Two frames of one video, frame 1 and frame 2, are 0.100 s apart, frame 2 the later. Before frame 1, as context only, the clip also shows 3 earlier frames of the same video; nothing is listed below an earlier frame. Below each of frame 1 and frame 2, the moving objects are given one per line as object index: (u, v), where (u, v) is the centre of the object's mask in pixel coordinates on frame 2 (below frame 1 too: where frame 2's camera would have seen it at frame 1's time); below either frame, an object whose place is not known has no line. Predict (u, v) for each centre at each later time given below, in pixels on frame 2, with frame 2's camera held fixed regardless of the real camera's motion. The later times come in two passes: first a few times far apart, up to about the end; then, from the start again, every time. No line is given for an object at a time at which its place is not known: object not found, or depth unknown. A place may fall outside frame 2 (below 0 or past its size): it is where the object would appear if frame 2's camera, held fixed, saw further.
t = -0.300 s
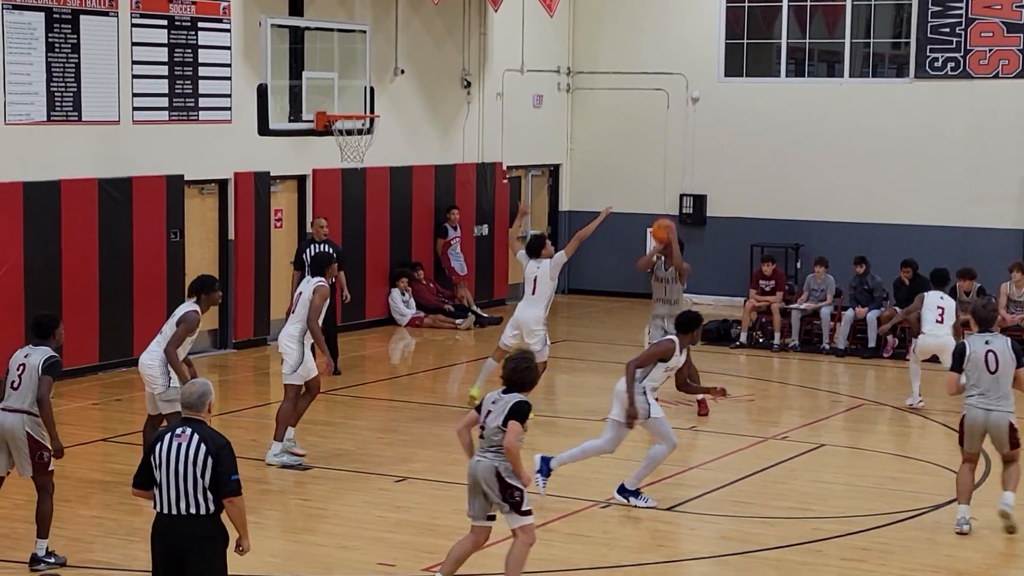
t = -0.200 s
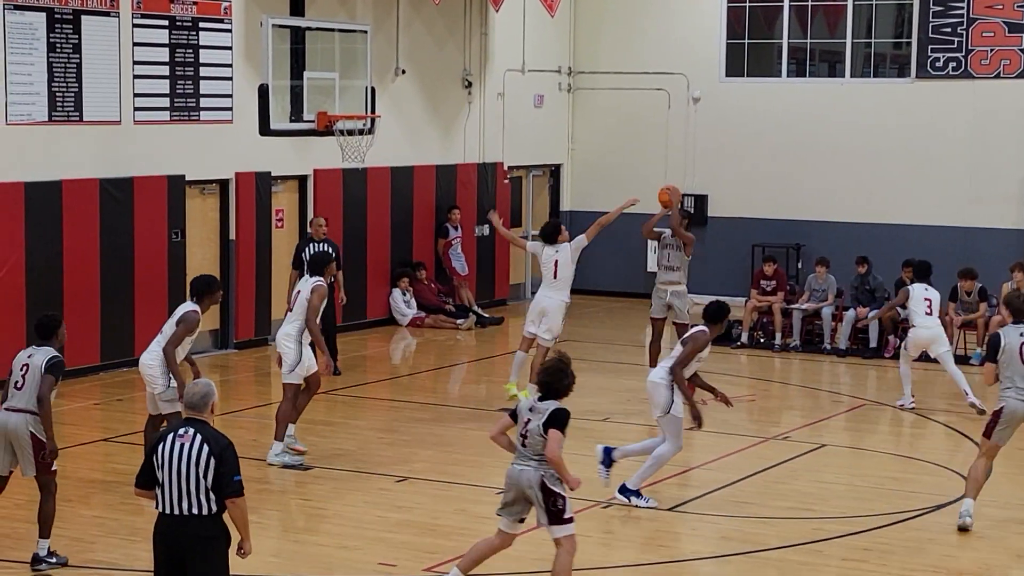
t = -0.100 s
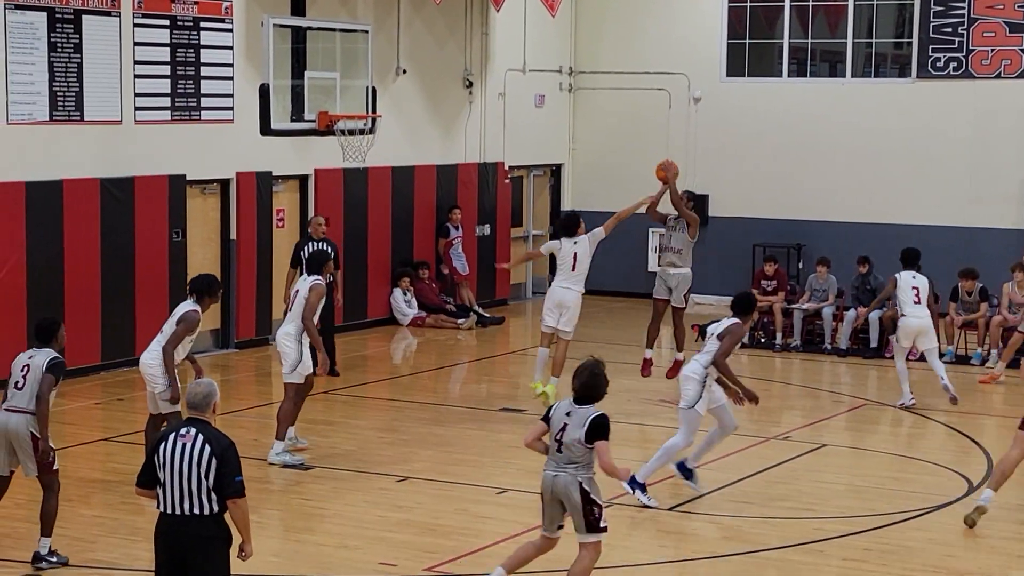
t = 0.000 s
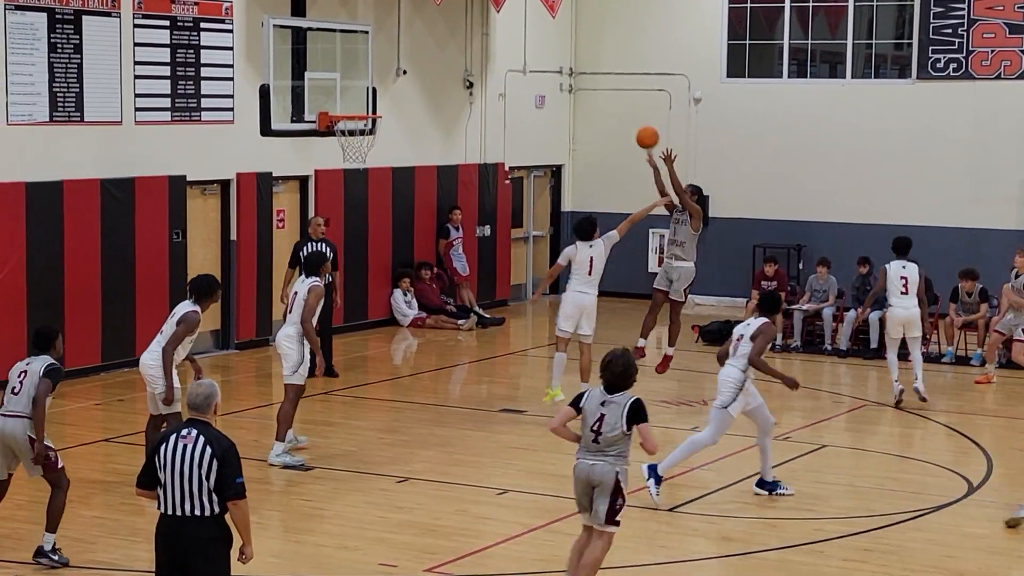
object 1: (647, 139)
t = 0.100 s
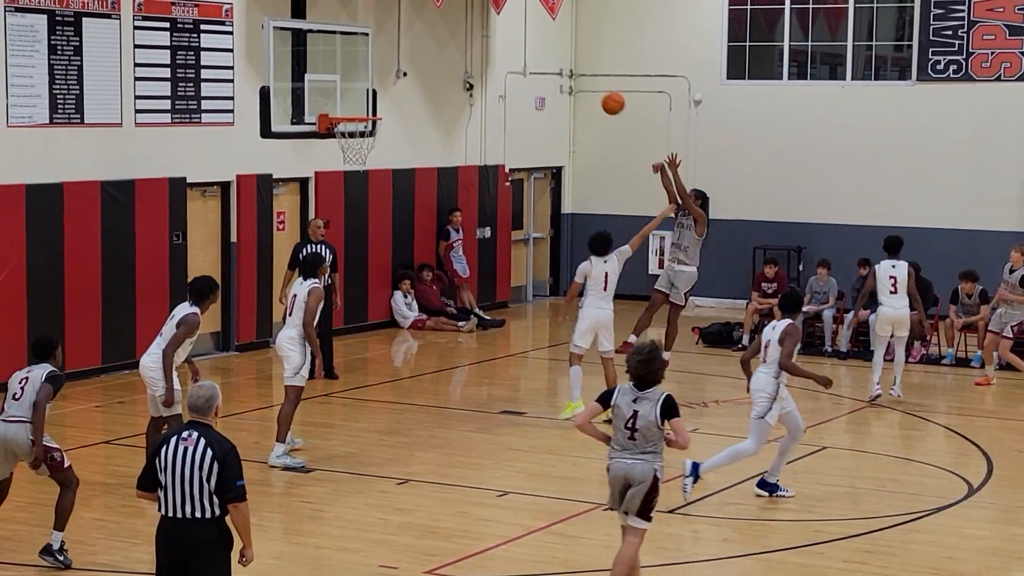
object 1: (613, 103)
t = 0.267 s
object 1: (554, 63)
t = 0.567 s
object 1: (445, 59)
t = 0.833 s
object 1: (344, 130)
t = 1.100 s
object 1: (332, 144)
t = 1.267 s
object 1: (342, 183)
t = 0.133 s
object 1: (601, 93)
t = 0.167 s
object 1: (589, 84)
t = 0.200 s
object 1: (577, 76)
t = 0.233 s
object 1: (566, 69)
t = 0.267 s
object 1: (554, 63)
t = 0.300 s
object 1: (542, 58)
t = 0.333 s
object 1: (530, 55)
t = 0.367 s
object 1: (518, 52)
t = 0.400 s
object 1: (506, 51)
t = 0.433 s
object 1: (493, 50)
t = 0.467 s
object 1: (482, 50)
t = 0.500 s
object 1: (469, 52)
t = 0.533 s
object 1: (457, 55)
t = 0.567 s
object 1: (445, 59)
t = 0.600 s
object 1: (432, 64)
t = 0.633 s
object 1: (420, 70)
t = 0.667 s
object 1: (407, 77)
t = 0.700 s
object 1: (395, 85)
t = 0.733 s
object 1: (383, 95)
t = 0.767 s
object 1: (370, 106)
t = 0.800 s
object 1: (357, 117)
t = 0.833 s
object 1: (344, 130)
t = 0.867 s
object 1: (335, 140)
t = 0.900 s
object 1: (332, 139)
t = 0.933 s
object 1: (331, 137)
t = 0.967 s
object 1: (331, 133)
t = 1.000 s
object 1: (330, 133)
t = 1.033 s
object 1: (330, 141)
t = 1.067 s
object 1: (331, 144)
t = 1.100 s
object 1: (332, 144)
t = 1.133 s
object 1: (334, 151)
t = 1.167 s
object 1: (336, 158)
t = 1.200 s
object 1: (338, 165)
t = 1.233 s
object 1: (340, 174)
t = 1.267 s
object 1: (342, 183)
